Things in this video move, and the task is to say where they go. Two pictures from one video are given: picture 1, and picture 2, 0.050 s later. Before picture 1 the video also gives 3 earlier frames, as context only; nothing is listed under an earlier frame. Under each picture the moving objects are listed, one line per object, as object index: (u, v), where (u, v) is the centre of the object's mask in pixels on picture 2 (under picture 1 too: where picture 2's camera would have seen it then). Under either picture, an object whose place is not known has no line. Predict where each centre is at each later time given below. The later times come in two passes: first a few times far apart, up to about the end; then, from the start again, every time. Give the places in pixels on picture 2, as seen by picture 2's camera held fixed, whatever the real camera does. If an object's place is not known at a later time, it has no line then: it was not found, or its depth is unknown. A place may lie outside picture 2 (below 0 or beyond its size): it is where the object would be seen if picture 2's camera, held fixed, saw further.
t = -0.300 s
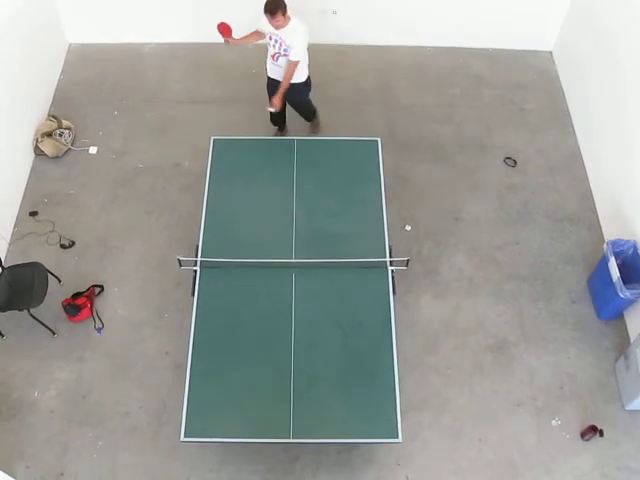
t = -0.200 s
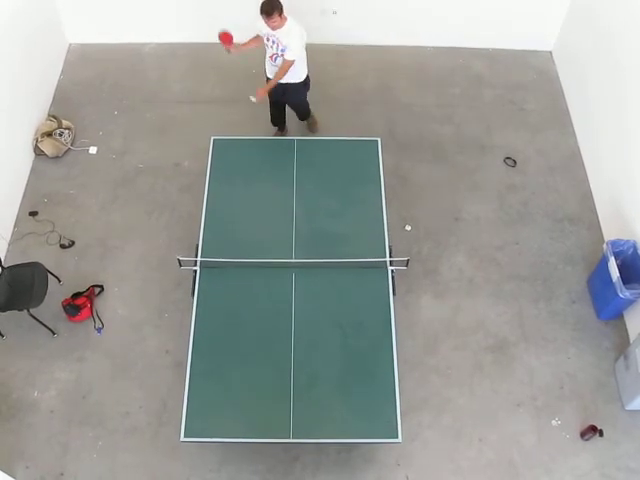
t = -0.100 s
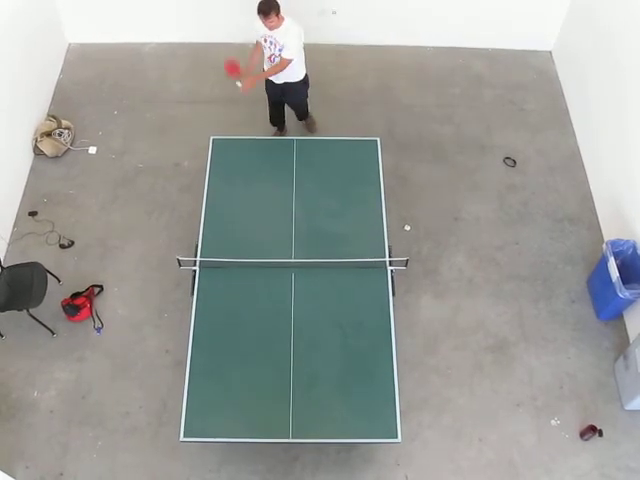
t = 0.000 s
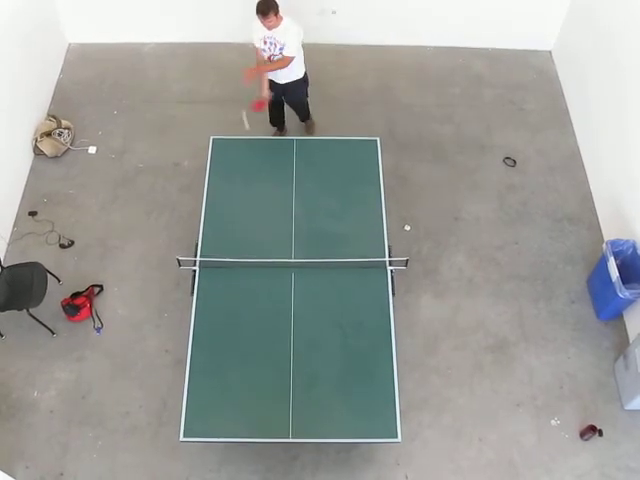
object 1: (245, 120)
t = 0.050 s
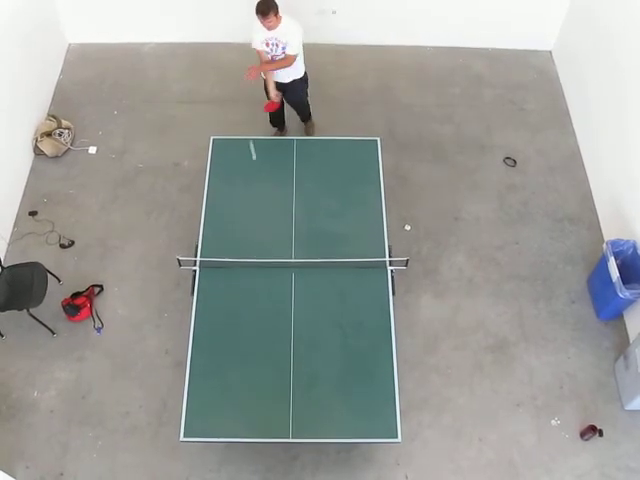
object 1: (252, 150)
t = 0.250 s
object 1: (273, 225)
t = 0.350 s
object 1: (284, 272)
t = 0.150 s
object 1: (263, 186)
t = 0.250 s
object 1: (273, 225)
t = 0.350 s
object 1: (284, 272)
